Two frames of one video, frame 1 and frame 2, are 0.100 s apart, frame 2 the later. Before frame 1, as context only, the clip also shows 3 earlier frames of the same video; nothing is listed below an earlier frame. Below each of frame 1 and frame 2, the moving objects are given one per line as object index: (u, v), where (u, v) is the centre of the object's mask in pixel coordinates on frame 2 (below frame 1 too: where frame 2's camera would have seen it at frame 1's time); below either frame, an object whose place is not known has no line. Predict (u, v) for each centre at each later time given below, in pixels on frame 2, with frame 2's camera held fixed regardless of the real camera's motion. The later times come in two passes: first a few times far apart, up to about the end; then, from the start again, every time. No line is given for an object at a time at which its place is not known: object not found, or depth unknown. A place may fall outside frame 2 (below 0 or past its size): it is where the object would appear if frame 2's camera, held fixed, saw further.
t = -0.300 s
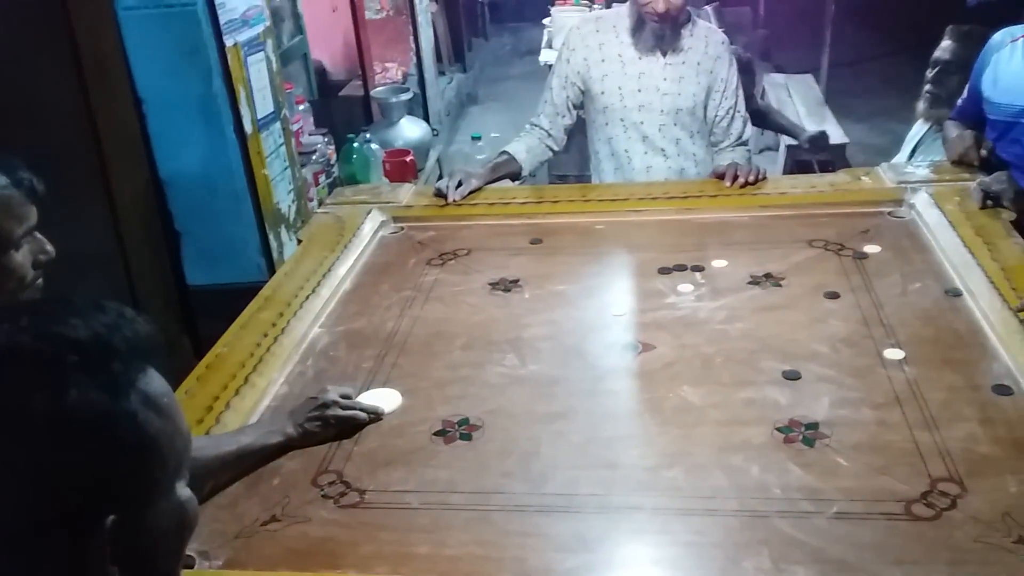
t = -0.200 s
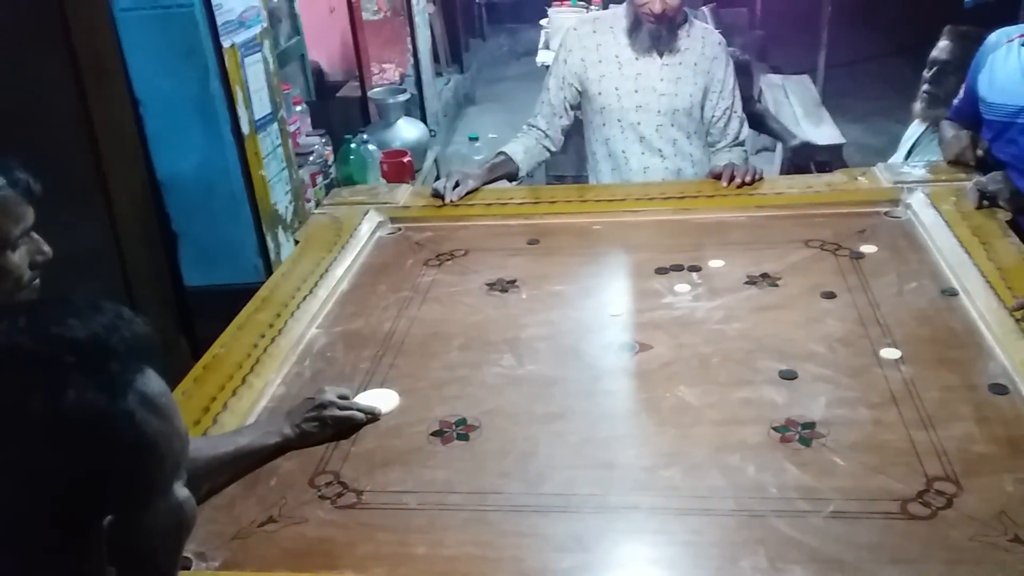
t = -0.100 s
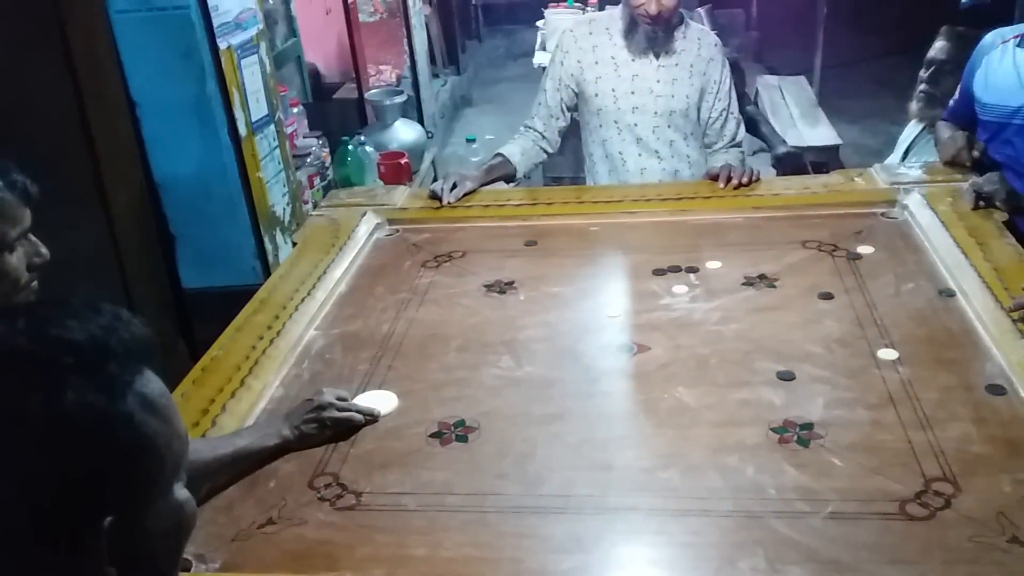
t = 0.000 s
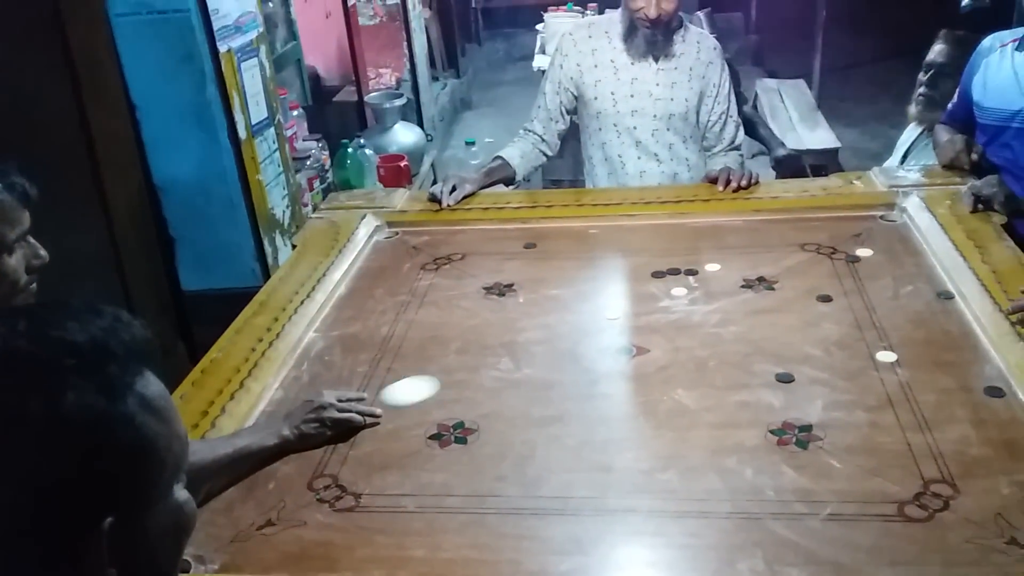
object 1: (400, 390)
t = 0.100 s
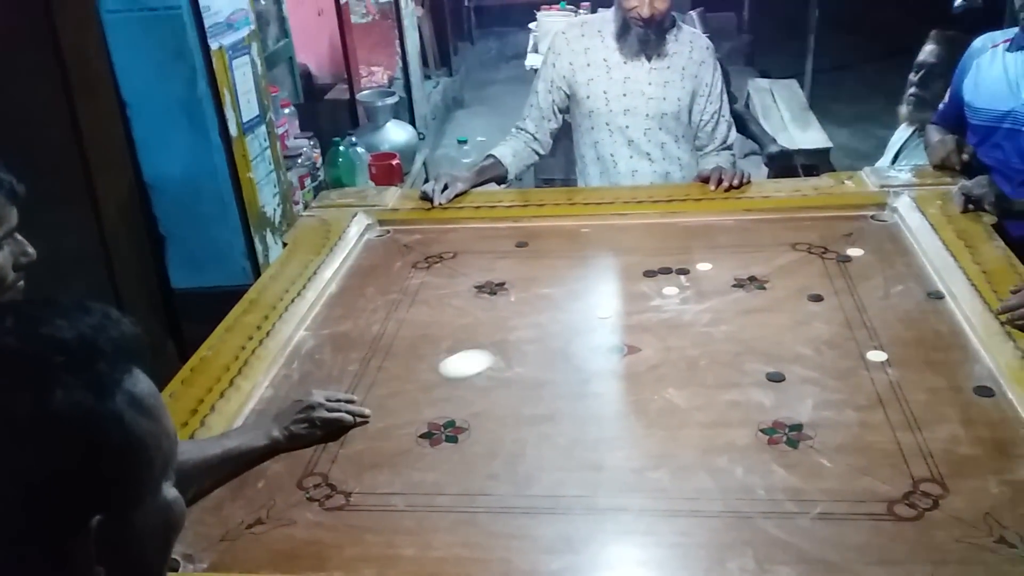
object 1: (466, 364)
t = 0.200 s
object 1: (525, 341)
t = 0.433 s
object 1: (637, 296)
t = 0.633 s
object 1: (700, 271)
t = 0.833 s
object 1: (749, 253)
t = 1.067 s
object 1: (792, 240)
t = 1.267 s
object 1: (816, 232)
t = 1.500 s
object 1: (834, 227)
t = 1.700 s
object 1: (842, 224)
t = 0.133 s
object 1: (486, 356)
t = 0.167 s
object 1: (506, 348)
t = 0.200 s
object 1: (525, 341)
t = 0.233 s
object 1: (543, 333)
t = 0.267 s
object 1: (561, 326)
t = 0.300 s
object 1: (578, 320)
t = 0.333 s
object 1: (595, 314)
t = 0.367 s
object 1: (609, 308)
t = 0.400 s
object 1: (625, 302)
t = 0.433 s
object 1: (637, 296)
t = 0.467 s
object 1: (648, 291)
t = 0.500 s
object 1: (660, 286)
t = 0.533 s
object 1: (671, 281)
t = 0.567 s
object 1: (682, 277)
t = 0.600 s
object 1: (691, 274)
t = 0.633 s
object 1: (700, 271)
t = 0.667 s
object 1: (709, 267)
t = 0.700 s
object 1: (718, 264)
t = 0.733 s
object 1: (726, 262)
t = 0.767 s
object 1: (734, 259)
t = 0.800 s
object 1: (742, 256)
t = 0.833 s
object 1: (749, 253)
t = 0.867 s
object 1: (756, 251)
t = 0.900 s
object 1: (763, 248)
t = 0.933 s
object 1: (769, 246)
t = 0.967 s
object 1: (776, 244)
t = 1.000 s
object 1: (781, 243)
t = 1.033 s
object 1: (787, 241)
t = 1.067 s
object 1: (792, 240)
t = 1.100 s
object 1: (797, 238)
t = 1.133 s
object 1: (801, 237)
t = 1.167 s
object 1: (805, 236)
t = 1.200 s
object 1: (809, 234)
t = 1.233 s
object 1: (813, 233)
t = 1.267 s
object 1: (816, 232)
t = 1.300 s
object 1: (819, 231)
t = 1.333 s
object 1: (822, 230)
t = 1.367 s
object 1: (825, 230)
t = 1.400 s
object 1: (827, 228)
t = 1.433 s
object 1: (829, 228)
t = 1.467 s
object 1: (832, 227)
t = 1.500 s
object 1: (834, 227)
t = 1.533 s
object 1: (835, 226)
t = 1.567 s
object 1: (837, 226)
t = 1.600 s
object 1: (838, 225)
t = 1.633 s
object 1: (839, 225)
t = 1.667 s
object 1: (840, 224)
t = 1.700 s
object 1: (842, 224)
